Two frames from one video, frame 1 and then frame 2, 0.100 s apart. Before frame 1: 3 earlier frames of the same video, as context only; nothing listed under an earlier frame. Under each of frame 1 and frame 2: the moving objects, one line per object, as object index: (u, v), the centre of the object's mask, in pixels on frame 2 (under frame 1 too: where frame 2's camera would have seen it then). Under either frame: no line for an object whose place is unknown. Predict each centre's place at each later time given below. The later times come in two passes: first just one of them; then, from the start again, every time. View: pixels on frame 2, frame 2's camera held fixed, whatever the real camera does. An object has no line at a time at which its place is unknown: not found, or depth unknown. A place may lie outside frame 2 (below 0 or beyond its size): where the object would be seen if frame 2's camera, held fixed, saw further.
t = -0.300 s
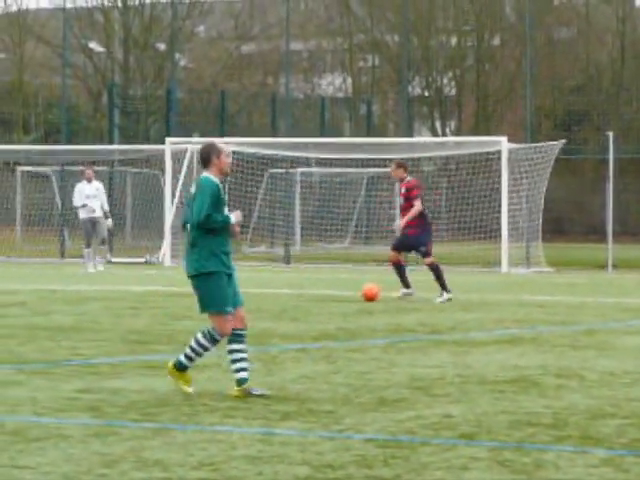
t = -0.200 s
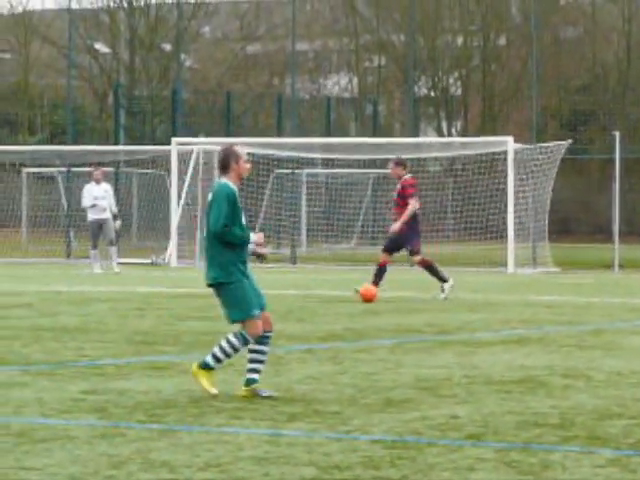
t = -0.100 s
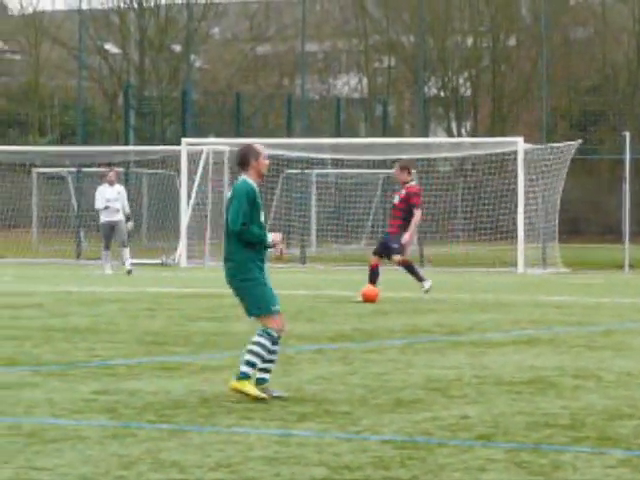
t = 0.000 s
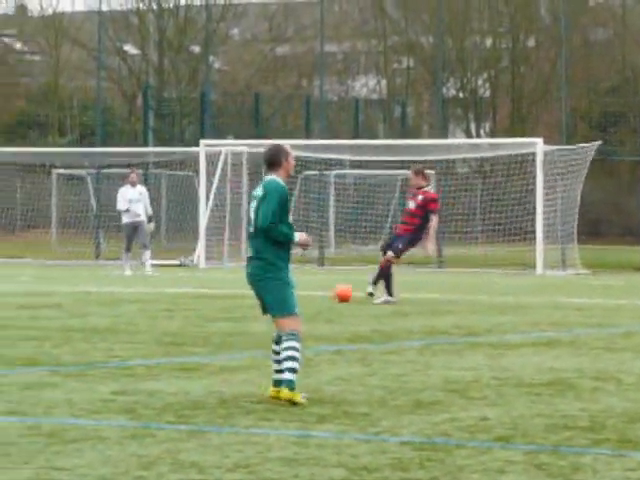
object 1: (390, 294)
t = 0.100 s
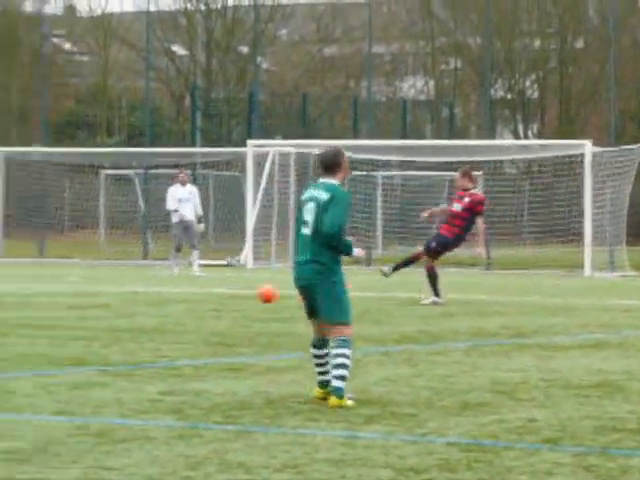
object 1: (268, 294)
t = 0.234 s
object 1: (115, 292)
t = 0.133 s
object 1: (228, 293)
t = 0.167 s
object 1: (189, 292)
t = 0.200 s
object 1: (152, 293)
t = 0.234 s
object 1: (115, 292)
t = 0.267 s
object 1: (78, 292)
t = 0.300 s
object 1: (42, 293)
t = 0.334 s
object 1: (7, 293)
